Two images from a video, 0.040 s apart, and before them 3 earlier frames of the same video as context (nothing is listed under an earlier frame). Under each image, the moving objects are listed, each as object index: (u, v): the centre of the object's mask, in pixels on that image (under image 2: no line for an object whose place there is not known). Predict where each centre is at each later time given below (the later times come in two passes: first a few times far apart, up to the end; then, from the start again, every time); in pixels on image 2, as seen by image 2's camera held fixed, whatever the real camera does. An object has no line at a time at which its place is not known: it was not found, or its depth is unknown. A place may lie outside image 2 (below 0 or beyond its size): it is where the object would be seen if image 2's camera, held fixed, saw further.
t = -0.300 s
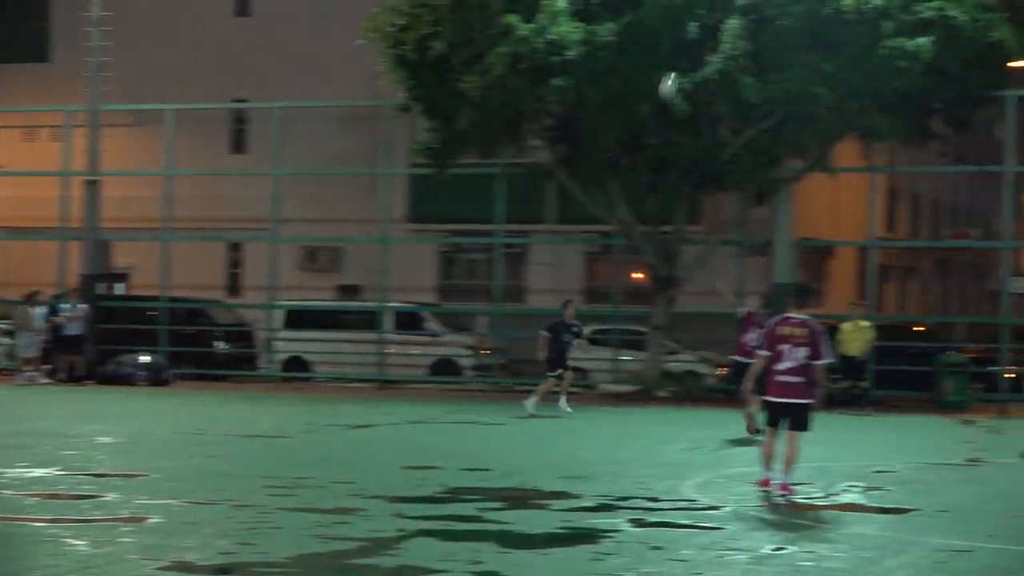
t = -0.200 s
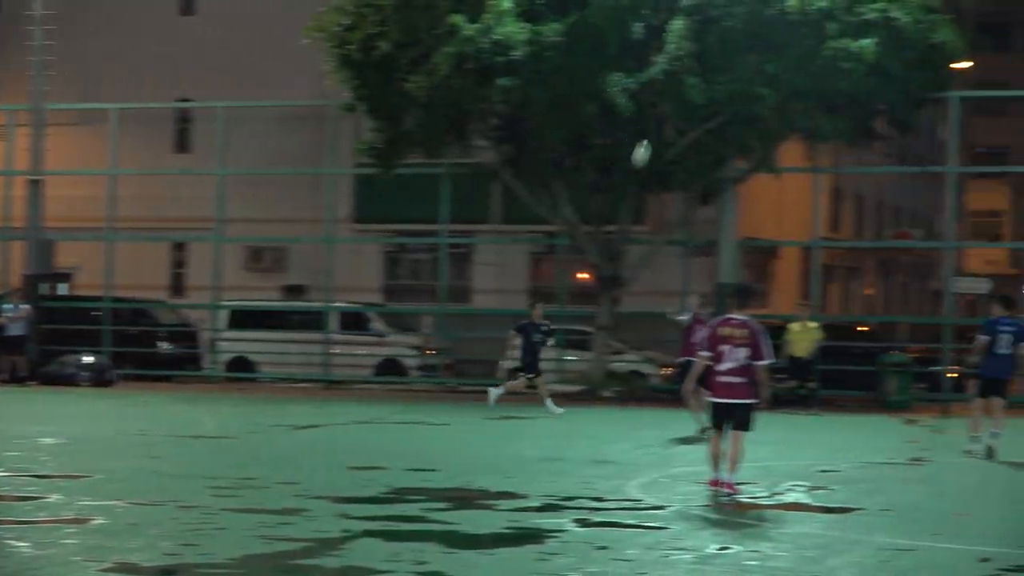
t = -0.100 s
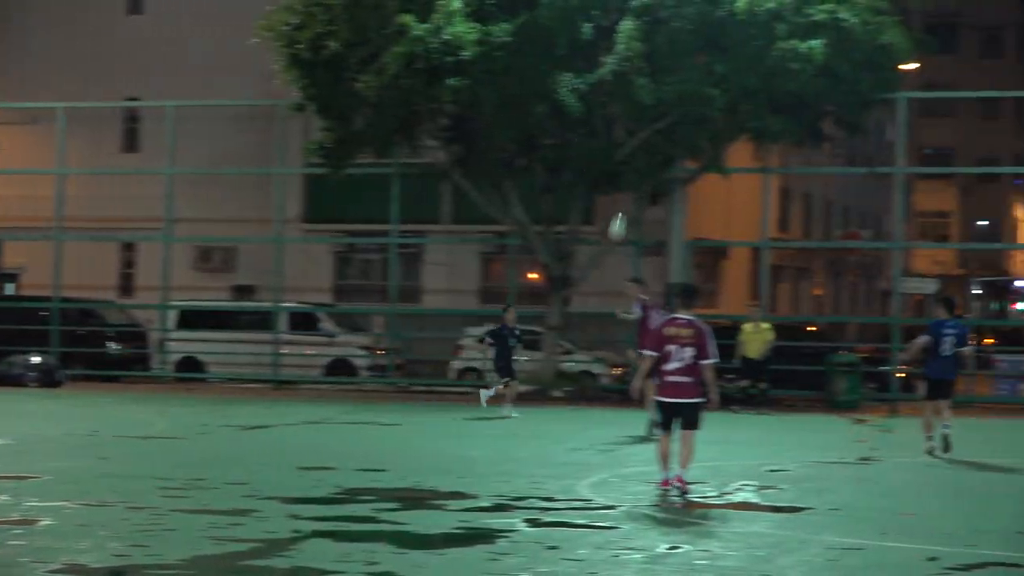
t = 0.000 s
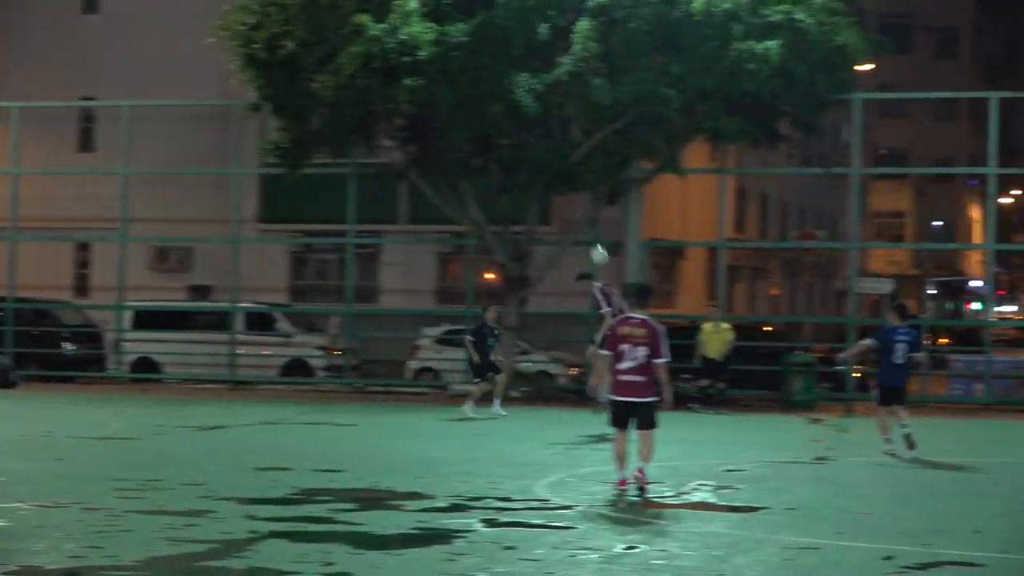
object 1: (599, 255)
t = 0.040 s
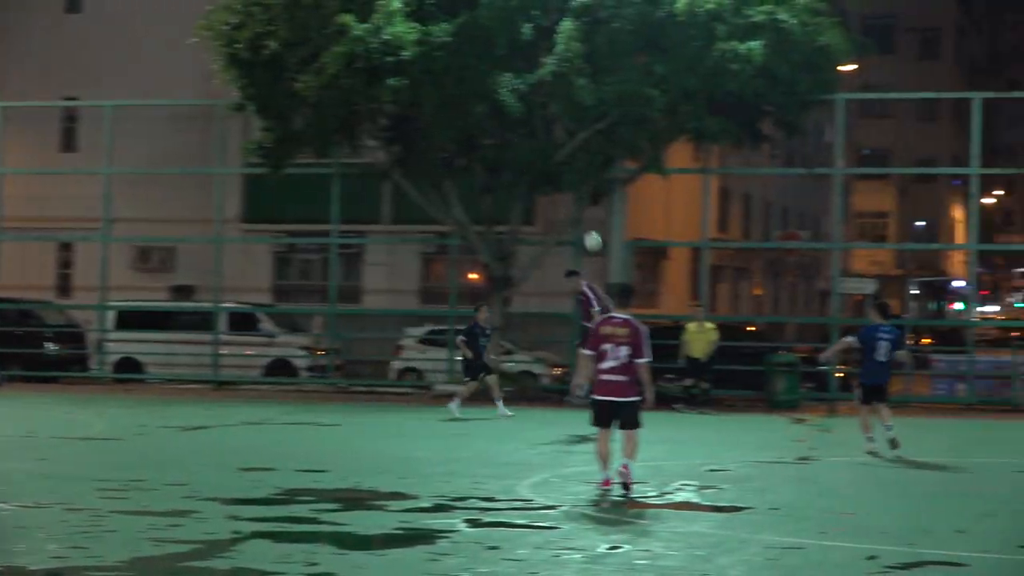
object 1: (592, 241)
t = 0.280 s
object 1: (658, 182)
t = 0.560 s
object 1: (743, 173)
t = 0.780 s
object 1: (817, 218)
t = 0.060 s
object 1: (597, 234)
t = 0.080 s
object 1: (603, 228)
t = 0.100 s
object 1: (608, 221)
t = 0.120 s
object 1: (614, 215)
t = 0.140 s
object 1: (619, 210)
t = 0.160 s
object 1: (625, 205)
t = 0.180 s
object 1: (630, 200)
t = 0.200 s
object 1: (636, 196)
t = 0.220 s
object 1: (641, 192)
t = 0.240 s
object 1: (647, 188)
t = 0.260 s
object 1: (653, 185)
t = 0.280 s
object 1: (658, 182)
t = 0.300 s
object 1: (664, 179)
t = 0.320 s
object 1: (670, 177)
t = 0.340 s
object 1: (676, 175)
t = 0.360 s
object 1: (682, 173)
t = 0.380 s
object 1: (688, 171)
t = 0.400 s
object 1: (694, 170)
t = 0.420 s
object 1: (700, 168)
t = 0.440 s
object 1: (706, 168)
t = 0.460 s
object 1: (712, 168)
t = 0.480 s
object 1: (718, 168)
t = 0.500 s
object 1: (724, 169)
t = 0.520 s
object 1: (731, 170)
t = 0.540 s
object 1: (737, 171)
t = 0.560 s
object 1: (743, 173)
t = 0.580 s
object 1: (750, 175)
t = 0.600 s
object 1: (756, 177)
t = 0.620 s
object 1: (763, 180)
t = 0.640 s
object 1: (769, 184)
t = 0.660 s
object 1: (776, 187)
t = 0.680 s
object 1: (783, 192)
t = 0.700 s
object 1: (789, 196)
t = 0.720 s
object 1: (797, 201)
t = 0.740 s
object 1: (803, 206)
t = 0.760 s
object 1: (810, 213)
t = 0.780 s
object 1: (817, 218)
